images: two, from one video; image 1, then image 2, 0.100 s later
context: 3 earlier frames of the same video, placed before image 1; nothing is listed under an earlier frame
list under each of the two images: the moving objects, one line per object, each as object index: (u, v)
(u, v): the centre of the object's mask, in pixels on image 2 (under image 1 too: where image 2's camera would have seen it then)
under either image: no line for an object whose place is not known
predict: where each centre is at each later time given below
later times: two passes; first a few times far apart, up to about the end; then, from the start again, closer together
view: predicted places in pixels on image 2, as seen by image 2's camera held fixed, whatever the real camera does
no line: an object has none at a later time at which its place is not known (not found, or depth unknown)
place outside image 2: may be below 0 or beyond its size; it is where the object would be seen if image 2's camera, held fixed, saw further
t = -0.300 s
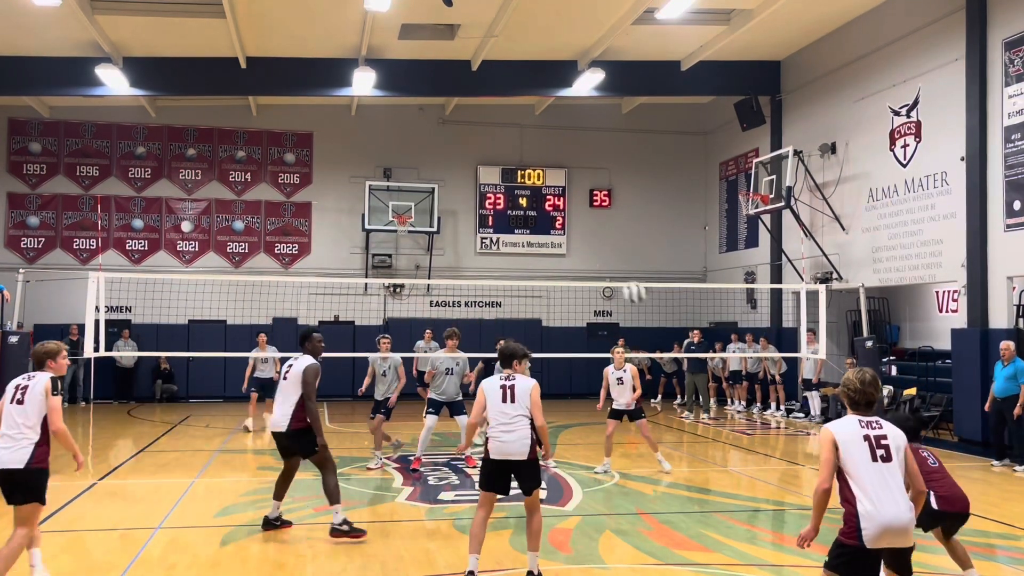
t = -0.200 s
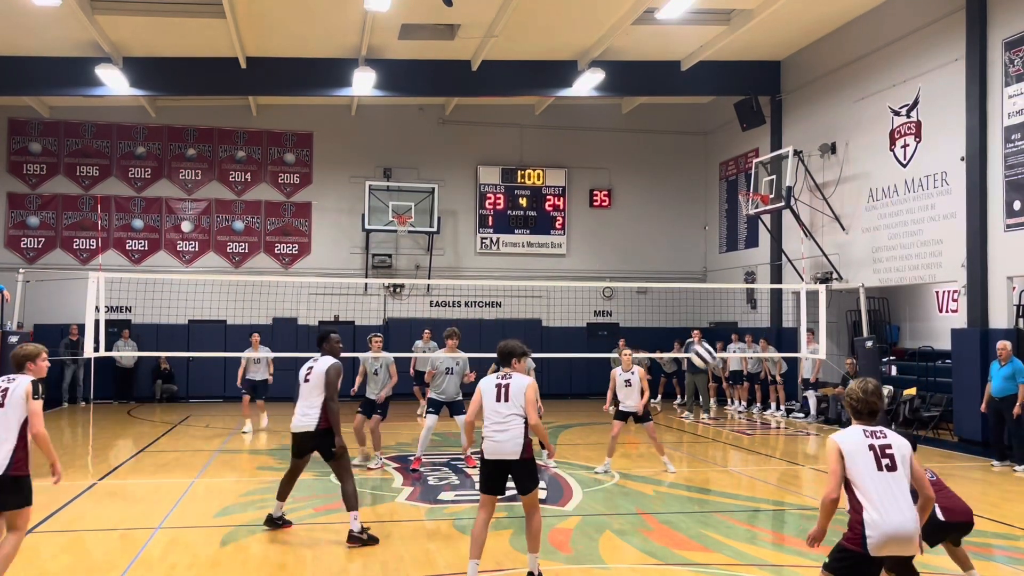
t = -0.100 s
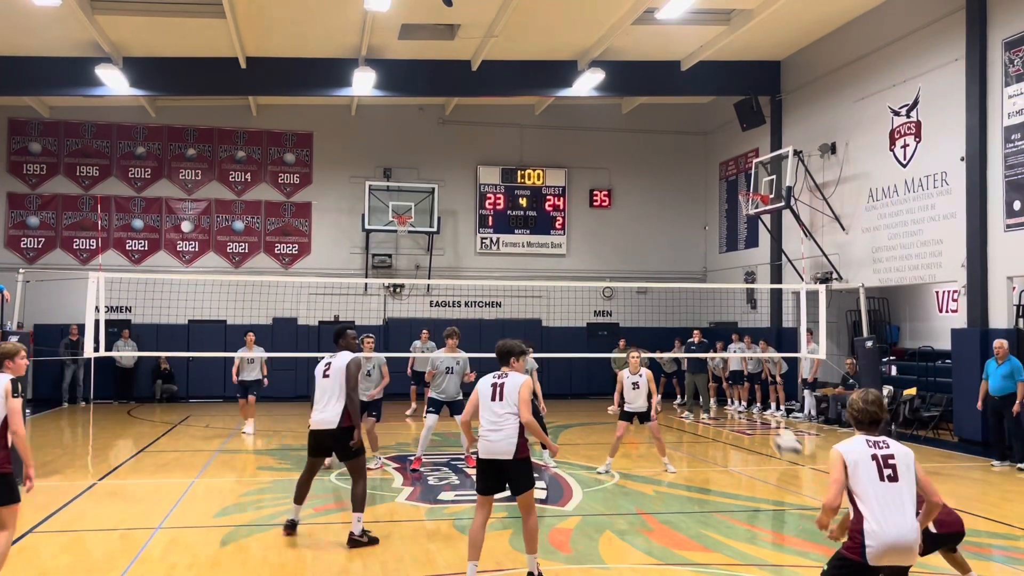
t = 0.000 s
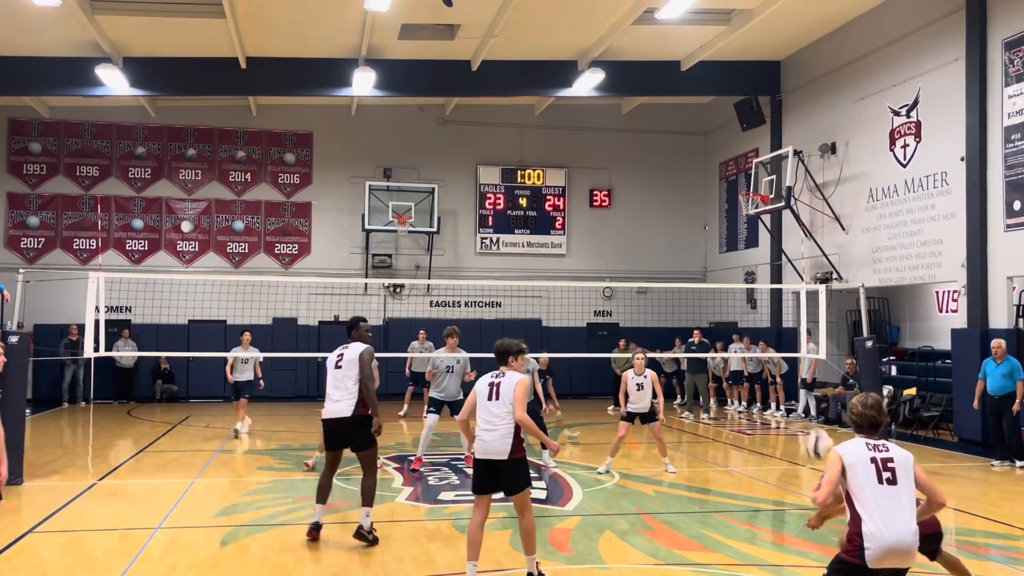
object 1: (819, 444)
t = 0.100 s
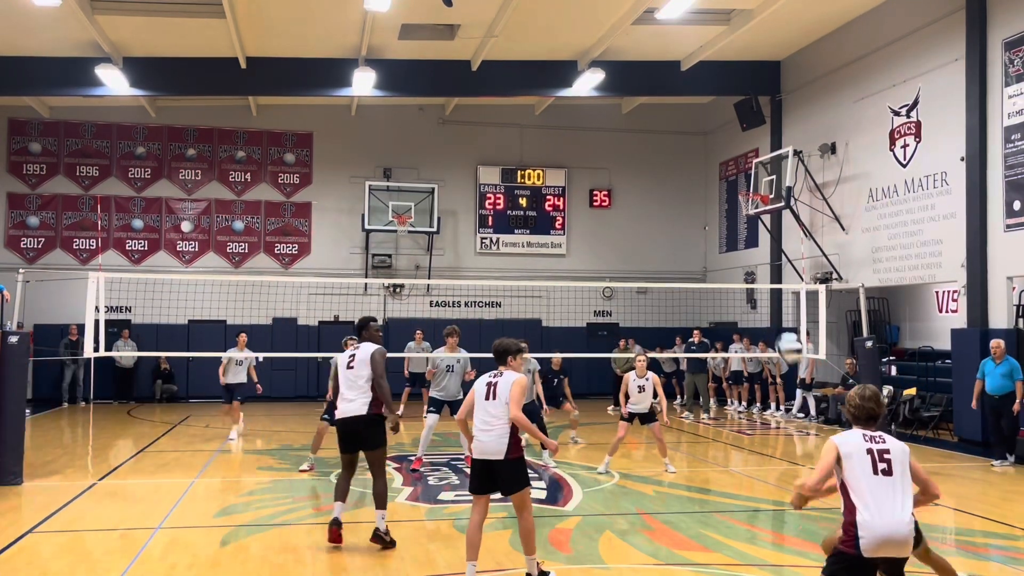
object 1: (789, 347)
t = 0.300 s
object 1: (744, 211)
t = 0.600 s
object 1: (693, 117)
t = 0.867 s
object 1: (659, 117)
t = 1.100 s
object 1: (634, 168)
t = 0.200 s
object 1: (764, 270)
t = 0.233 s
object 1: (758, 249)
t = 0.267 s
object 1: (750, 230)
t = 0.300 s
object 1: (744, 211)
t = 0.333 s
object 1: (737, 195)
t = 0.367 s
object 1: (731, 180)
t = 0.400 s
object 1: (725, 168)
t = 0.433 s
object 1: (719, 155)
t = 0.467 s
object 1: (714, 145)
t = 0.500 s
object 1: (708, 136)
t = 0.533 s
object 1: (703, 129)
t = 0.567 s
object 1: (698, 122)
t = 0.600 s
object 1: (693, 117)
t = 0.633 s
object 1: (689, 113)
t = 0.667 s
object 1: (684, 110)
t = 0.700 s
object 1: (680, 109)
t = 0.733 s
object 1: (675, 108)
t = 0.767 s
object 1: (671, 109)
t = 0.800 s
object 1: (667, 110)
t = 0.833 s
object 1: (663, 113)
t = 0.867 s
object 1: (659, 117)
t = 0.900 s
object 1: (655, 121)
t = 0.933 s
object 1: (651, 127)
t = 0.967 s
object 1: (648, 134)
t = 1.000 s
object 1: (644, 141)
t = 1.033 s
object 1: (640, 149)
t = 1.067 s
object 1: (637, 158)
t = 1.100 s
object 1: (634, 168)
